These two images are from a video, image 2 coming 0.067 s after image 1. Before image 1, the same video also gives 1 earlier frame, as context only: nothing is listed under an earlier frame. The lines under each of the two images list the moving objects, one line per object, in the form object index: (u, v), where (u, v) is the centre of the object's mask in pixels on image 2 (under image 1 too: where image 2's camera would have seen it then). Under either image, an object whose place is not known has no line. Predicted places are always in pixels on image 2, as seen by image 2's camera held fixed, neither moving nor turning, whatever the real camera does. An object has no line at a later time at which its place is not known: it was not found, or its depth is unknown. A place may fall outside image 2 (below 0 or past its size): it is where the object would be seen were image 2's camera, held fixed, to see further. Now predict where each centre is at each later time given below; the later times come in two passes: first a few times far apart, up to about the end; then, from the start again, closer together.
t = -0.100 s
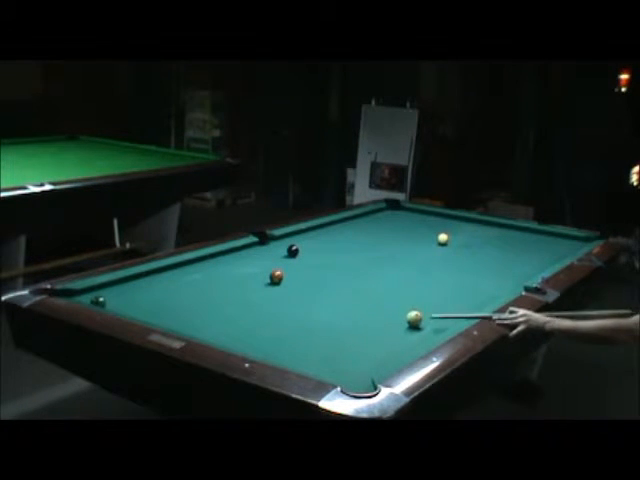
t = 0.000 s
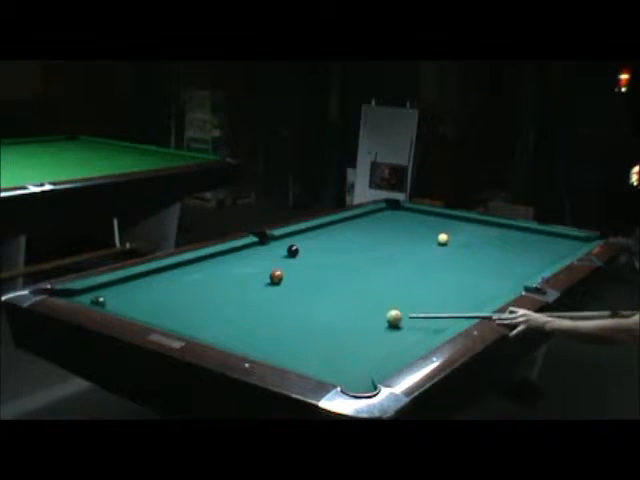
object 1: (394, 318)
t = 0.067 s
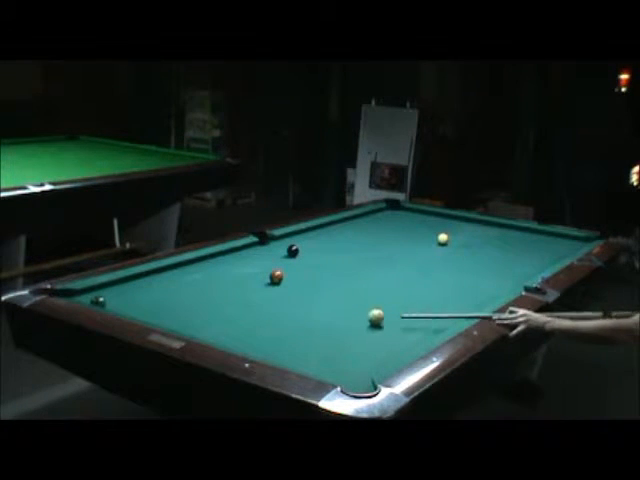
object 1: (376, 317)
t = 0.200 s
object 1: (340, 316)
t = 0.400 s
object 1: (286, 314)
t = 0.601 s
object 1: (233, 311)
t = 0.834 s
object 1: (173, 308)
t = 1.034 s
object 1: (123, 305)
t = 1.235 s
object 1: (108, 303)
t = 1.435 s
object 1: (114, 302)
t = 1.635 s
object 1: (119, 301)
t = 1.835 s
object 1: (123, 298)
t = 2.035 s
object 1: (127, 296)
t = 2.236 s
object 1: (130, 294)
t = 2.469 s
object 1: (134, 292)
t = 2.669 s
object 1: (135, 291)
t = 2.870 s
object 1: (137, 290)
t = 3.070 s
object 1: (138, 289)
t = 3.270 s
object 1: (139, 288)
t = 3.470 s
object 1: (140, 288)
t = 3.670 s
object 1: (141, 287)
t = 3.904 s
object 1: (141, 287)
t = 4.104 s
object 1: (141, 287)
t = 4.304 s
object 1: (141, 287)
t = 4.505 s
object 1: (141, 287)
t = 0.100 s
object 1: (366, 317)
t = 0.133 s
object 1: (358, 317)
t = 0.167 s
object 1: (349, 316)
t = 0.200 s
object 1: (340, 316)
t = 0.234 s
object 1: (330, 316)
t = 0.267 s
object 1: (322, 315)
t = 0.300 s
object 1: (312, 315)
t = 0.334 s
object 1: (304, 314)
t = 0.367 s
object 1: (295, 314)
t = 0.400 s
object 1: (286, 314)
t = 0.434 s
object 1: (277, 313)
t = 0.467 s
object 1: (268, 313)
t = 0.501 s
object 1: (259, 312)
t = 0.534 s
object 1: (250, 312)
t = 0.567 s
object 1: (242, 312)
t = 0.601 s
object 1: (233, 311)
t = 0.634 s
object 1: (224, 310)
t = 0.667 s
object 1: (216, 310)
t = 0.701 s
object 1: (207, 310)
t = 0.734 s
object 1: (199, 309)
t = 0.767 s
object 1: (190, 309)
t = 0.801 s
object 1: (181, 308)
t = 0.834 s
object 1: (173, 308)
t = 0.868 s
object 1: (165, 308)
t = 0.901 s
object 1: (156, 307)
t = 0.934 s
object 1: (148, 307)
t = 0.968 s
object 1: (139, 307)
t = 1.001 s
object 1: (131, 305)
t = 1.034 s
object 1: (123, 305)
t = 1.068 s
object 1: (115, 303)
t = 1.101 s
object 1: (112, 303)
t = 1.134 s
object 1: (109, 304)
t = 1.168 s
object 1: (107, 304)
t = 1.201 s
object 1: (107, 304)
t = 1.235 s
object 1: (108, 303)
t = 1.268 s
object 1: (109, 303)
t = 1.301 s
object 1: (110, 303)
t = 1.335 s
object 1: (111, 302)
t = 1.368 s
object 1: (112, 302)
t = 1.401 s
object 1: (113, 302)
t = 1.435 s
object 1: (114, 302)
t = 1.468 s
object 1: (115, 301)
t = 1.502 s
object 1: (115, 302)
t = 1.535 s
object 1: (116, 302)
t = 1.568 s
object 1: (117, 301)
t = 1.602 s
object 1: (118, 301)
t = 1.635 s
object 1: (119, 301)
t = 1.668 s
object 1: (119, 300)
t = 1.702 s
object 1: (120, 300)
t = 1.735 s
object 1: (121, 299)
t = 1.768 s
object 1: (122, 299)
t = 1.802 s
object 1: (122, 298)
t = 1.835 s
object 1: (123, 298)
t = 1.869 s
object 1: (124, 298)
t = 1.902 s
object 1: (125, 297)
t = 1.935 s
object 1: (126, 297)
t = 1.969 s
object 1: (126, 297)
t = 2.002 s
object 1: (127, 297)
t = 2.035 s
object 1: (127, 296)
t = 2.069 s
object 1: (128, 296)
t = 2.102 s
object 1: (128, 296)
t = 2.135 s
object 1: (129, 295)
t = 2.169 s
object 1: (129, 295)
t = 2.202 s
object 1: (130, 295)
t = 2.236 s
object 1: (130, 294)
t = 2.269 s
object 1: (131, 294)
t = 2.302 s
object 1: (132, 294)
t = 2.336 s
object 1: (132, 293)
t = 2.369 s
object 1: (132, 293)
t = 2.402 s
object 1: (133, 293)
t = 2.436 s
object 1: (133, 293)
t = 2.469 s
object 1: (134, 292)
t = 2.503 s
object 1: (134, 292)
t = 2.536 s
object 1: (134, 292)
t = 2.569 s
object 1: (134, 292)
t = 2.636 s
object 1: (135, 291)
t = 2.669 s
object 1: (135, 291)
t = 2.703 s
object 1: (135, 291)
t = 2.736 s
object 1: (136, 291)
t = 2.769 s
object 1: (136, 291)
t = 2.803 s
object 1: (136, 290)
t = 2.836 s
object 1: (136, 290)
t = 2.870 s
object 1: (137, 290)
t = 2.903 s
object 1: (137, 290)
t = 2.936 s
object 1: (138, 289)
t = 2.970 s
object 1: (138, 289)
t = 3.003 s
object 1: (138, 289)
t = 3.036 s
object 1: (138, 289)
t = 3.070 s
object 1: (138, 289)
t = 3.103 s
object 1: (139, 289)
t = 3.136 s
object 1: (139, 288)
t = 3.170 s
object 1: (139, 288)
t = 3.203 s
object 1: (139, 288)
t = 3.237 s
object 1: (139, 288)
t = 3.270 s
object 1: (139, 288)
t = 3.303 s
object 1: (139, 288)
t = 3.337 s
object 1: (140, 288)
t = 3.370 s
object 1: (140, 288)
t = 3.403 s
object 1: (140, 288)
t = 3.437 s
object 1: (140, 288)
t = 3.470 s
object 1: (140, 288)
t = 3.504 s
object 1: (140, 288)
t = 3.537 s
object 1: (140, 288)
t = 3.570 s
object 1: (140, 288)
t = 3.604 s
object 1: (140, 288)
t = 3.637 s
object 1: (141, 288)
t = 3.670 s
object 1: (141, 287)
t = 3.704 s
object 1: (141, 287)
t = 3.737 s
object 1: (141, 287)
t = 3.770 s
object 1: (141, 287)
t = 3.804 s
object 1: (141, 288)
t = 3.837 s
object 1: (141, 287)
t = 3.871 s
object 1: (141, 287)
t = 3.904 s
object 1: (141, 287)
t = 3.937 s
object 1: (141, 287)
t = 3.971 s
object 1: (141, 287)
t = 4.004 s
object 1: (141, 287)
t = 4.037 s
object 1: (141, 287)
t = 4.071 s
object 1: (141, 287)
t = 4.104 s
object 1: (141, 287)
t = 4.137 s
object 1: (141, 287)
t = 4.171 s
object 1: (141, 287)
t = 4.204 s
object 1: (141, 287)
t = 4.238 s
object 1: (141, 287)
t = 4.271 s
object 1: (141, 287)
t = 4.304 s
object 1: (141, 287)
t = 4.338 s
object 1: (141, 287)
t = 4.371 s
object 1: (141, 287)
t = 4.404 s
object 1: (141, 288)
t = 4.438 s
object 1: (141, 288)
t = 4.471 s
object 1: (141, 288)
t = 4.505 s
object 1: (141, 287)
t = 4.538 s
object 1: (141, 288)
